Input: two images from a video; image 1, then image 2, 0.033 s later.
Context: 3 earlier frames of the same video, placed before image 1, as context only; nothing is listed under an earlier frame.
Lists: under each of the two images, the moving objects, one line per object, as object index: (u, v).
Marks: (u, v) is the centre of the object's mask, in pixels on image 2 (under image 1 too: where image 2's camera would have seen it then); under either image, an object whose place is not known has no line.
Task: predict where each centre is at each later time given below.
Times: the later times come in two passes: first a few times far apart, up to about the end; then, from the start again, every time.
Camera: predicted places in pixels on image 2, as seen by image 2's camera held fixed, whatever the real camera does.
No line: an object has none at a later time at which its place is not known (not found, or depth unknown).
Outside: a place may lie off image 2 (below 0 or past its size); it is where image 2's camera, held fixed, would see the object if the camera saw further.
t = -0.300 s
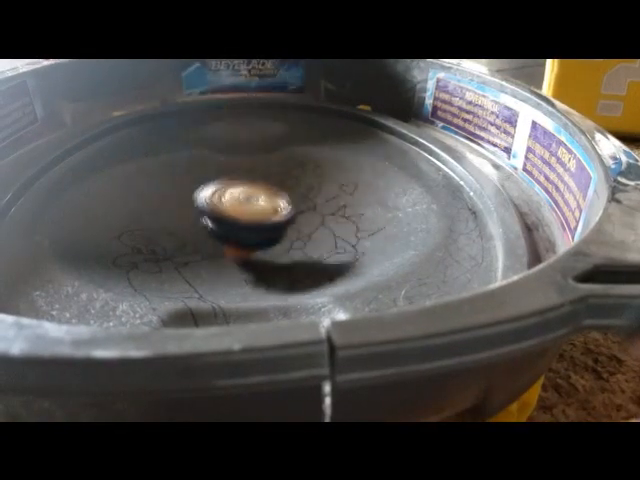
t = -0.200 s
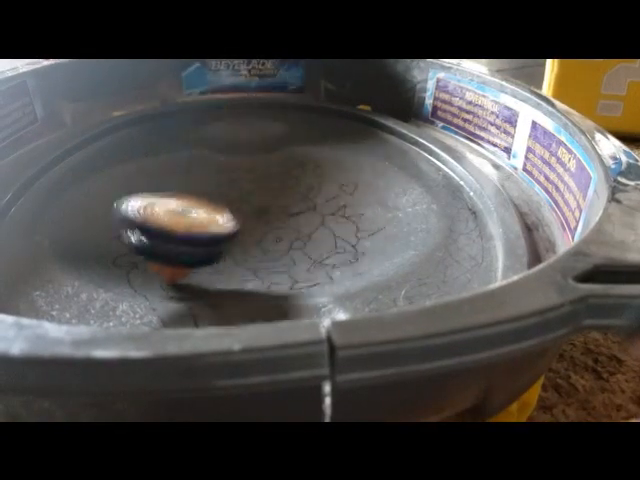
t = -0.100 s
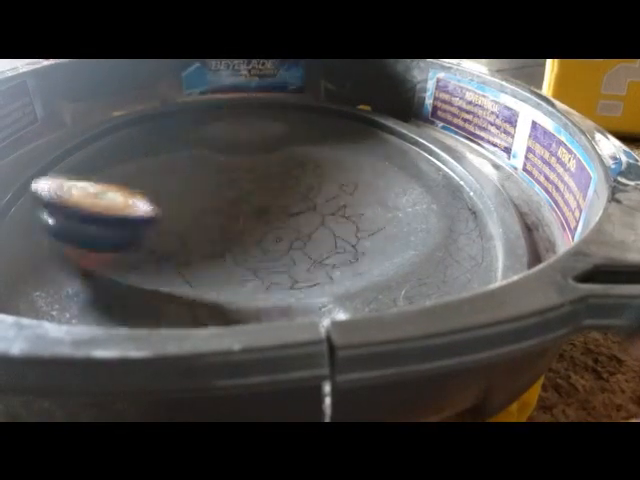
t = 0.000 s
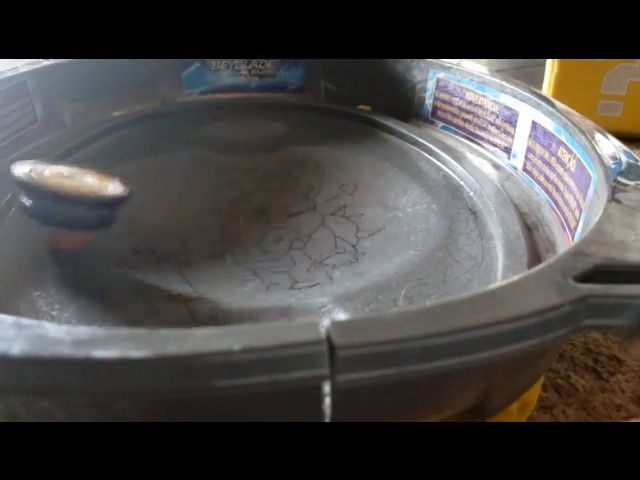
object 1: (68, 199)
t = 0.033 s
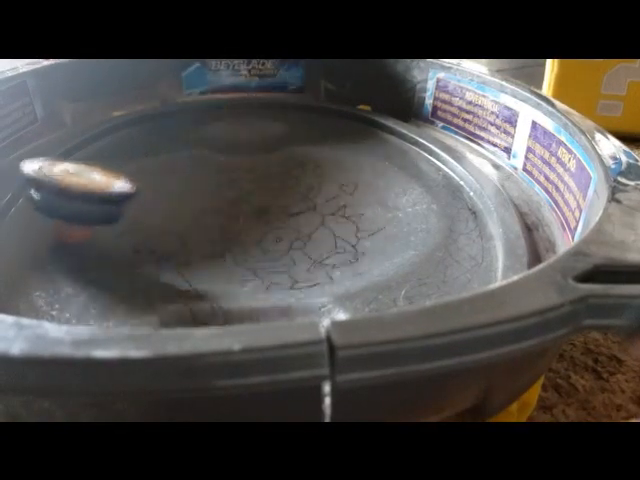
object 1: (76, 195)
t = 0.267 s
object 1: (269, 199)
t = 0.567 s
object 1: (373, 227)
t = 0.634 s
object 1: (355, 229)
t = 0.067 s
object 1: (92, 191)
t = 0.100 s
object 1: (114, 191)
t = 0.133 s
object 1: (142, 191)
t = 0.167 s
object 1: (174, 194)
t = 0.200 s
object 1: (208, 195)
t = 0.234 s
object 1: (238, 197)
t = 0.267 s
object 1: (269, 199)
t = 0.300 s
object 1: (297, 201)
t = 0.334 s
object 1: (323, 203)
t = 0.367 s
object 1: (346, 205)
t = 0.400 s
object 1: (365, 207)
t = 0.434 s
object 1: (379, 210)
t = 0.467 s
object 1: (384, 215)
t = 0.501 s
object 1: (382, 220)
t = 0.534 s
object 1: (376, 225)
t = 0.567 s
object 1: (373, 227)
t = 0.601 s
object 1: (366, 228)
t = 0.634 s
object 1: (355, 229)
